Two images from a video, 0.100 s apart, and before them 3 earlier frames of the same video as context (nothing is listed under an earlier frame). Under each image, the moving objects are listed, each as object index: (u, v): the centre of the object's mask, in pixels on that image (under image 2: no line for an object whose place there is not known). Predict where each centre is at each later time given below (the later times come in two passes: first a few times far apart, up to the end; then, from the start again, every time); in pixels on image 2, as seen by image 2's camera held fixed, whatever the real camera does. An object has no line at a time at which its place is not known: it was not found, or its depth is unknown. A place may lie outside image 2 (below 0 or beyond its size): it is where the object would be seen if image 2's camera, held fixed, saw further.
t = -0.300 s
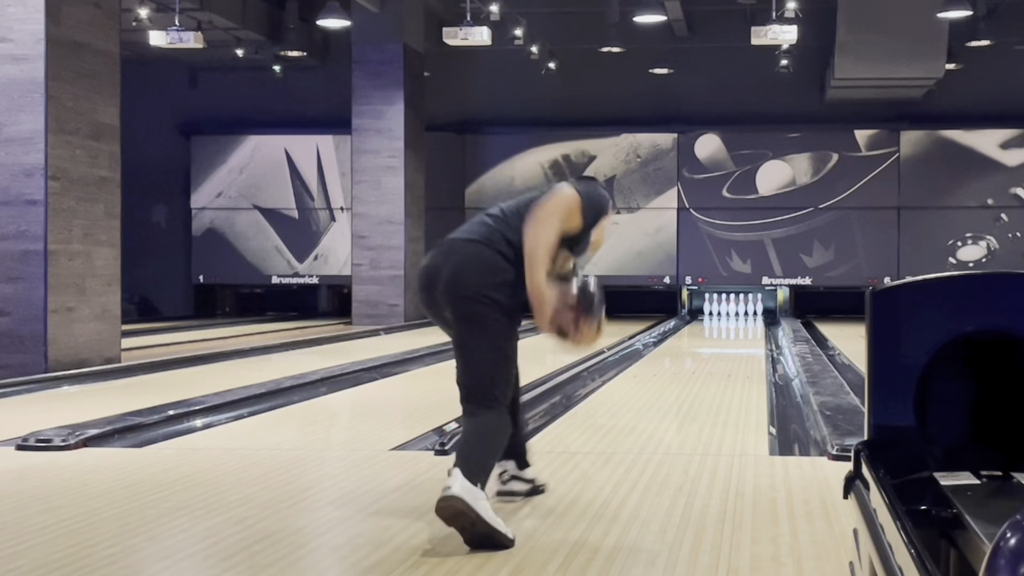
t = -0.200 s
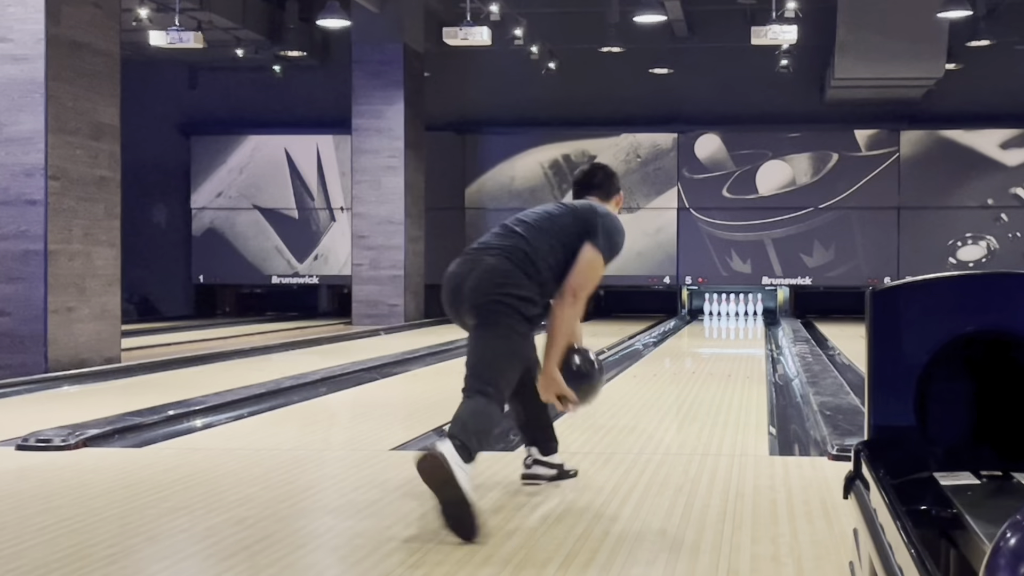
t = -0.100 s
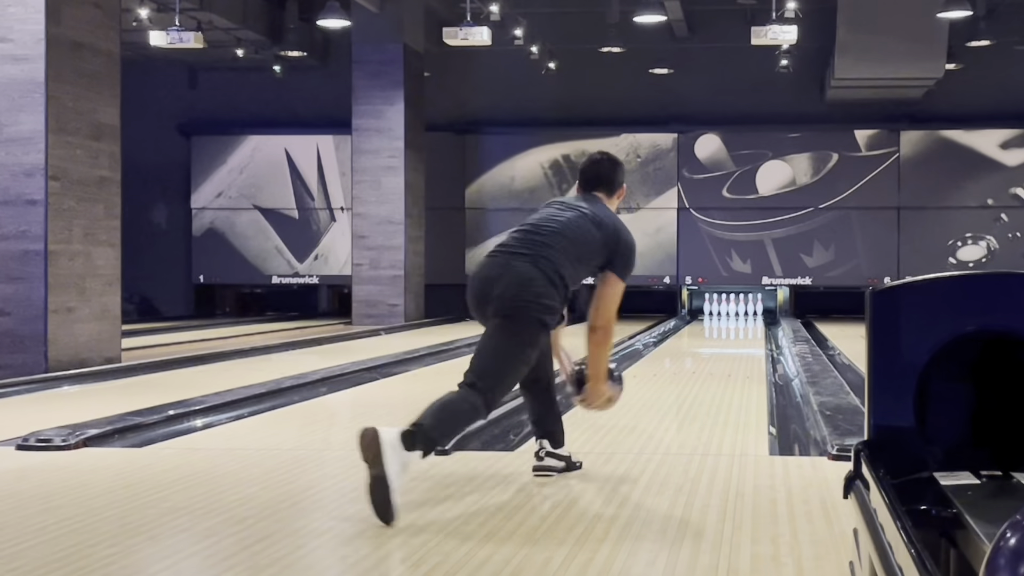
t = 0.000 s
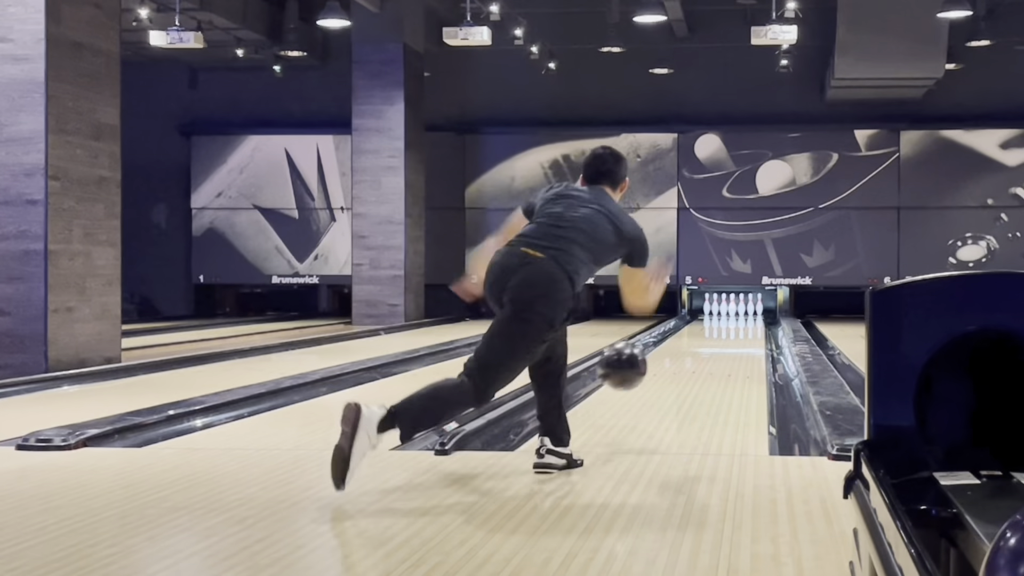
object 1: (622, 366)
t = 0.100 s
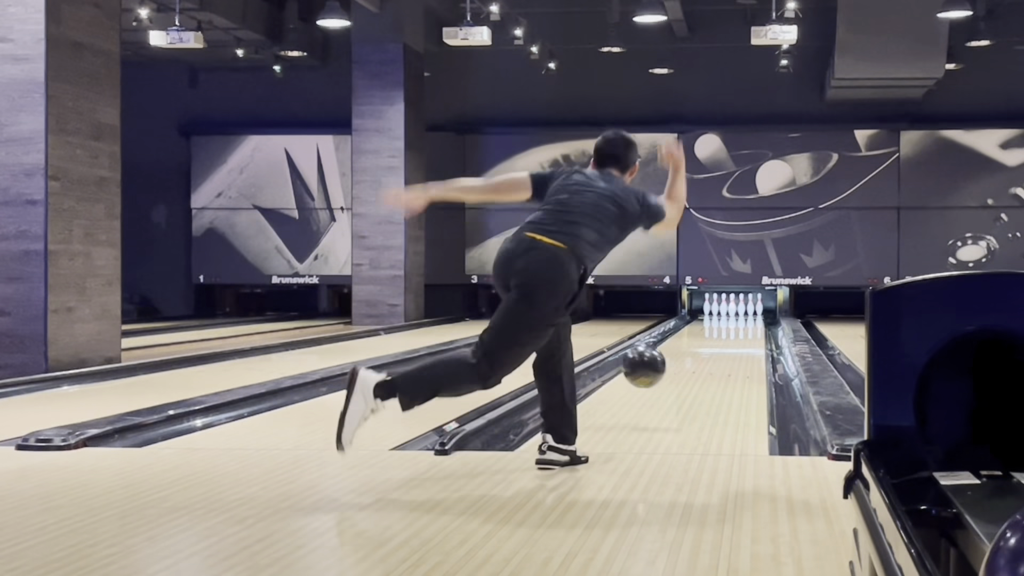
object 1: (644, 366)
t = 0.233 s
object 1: (666, 387)
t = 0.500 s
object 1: (697, 365)
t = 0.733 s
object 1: (715, 352)
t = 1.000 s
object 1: (729, 341)
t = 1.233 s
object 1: (738, 333)
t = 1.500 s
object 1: (745, 326)
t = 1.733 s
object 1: (748, 322)
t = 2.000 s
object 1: (749, 318)
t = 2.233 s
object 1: (745, 315)
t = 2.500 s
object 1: (739, 312)
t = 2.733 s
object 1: (737, 310)
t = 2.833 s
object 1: (738, 309)
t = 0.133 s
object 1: (650, 370)
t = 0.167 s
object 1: (656, 377)
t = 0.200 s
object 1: (661, 384)
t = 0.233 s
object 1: (666, 387)
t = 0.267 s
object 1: (671, 381)
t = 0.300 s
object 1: (675, 376)
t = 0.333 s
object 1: (680, 377)
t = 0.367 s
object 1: (684, 375)
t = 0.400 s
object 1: (687, 373)
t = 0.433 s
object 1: (691, 370)
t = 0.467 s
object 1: (694, 368)
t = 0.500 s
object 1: (697, 365)
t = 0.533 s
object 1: (700, 363)
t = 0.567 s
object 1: (703, 361)
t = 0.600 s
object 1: (705, 359)
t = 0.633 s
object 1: (708, 357)
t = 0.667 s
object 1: (710, 355)
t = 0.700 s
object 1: (713, 354)
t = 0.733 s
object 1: (715, 352)
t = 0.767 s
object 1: (717, 351)
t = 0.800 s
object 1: (719, 349)
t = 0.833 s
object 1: (721, 348)
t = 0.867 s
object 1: (723, 346)
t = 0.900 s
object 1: (724, 345)
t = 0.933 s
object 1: (726, 344)
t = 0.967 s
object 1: (728, 342)
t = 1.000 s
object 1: (729, 341)
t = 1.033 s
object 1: (730, 340)
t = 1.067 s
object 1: (732, 339)
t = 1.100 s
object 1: (733, 337)
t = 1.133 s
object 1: (734, 337)
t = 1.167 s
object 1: (736, 336)
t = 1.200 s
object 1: (737, 335)
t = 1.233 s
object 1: (738, 333)
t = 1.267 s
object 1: (739, 333)
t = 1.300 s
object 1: (740, 332)
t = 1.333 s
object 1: (741, 331)
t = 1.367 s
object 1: (741, 330)
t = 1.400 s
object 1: (743, 329)
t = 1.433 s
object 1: (743, 328)
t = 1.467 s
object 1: (744, 327)
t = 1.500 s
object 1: (745, 326)
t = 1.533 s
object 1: (745, 326)
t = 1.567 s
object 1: (746, 325)
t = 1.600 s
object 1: (747, 324)
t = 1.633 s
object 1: (747, 324)
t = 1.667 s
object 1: (747, 323)
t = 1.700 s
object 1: (748, 323)
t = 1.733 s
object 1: (748, 322)
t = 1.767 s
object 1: (749, 321)
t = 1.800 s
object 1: (749, 320)
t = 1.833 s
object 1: (749, 320)
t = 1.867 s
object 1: (749, 319)
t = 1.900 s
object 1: (749, 319)
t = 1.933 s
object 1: (750, 318)
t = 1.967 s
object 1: (749, 318)
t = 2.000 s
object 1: (749, 318)
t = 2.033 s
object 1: (749, 317)
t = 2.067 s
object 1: (749, 317)
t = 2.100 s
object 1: (748, 316)
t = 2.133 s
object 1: (748, 316)
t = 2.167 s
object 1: (747, 316)
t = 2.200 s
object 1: (746, 315)
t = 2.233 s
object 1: (745, 315)
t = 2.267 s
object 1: (745, 314)
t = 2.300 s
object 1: (744, 314)
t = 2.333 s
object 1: (743, 314)
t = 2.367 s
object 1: (742, 313)
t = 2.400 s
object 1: (742, 313)
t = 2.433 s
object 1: (741, 313)
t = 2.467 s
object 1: (740, 312)
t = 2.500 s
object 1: (739, 312)
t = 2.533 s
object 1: (739, 312)
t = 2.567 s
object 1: (738, 311)
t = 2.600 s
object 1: (737, 311)
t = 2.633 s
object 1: (736, 311)
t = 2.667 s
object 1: (737, 311)
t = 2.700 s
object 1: (737, 311)
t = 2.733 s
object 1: (737, 310)
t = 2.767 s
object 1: (737, 310)
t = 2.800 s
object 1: (737, 310)
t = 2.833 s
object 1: (738, 309)
